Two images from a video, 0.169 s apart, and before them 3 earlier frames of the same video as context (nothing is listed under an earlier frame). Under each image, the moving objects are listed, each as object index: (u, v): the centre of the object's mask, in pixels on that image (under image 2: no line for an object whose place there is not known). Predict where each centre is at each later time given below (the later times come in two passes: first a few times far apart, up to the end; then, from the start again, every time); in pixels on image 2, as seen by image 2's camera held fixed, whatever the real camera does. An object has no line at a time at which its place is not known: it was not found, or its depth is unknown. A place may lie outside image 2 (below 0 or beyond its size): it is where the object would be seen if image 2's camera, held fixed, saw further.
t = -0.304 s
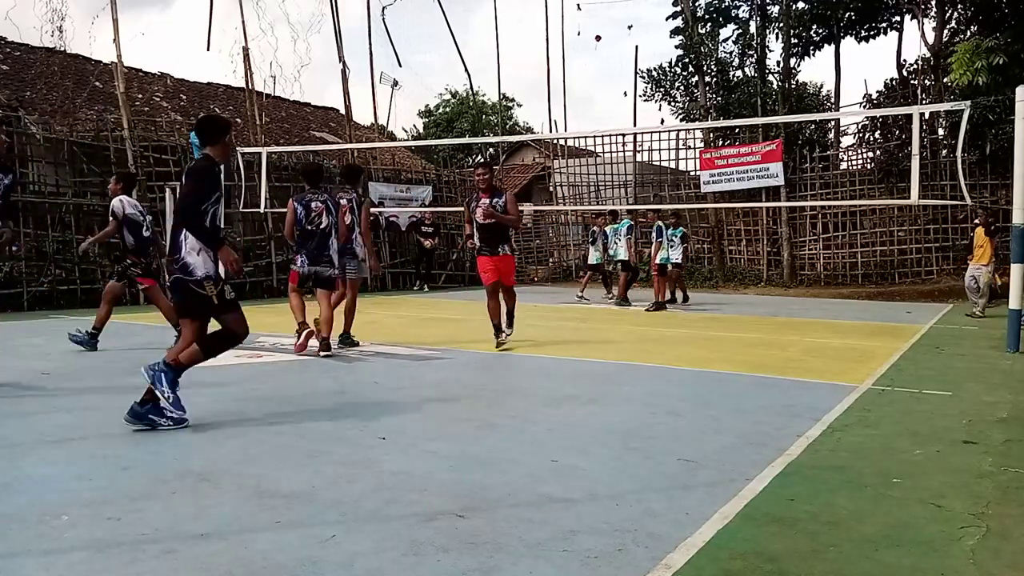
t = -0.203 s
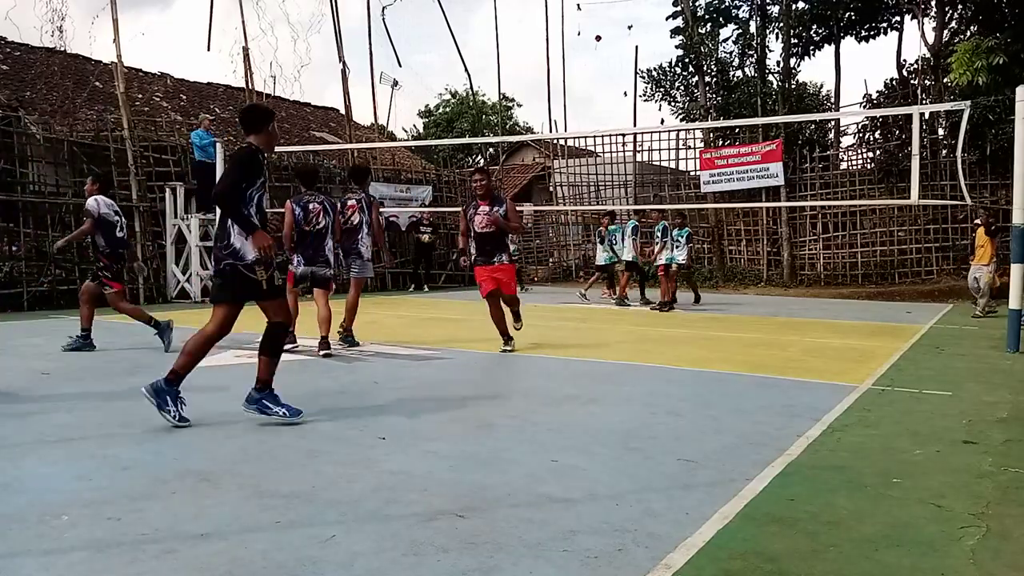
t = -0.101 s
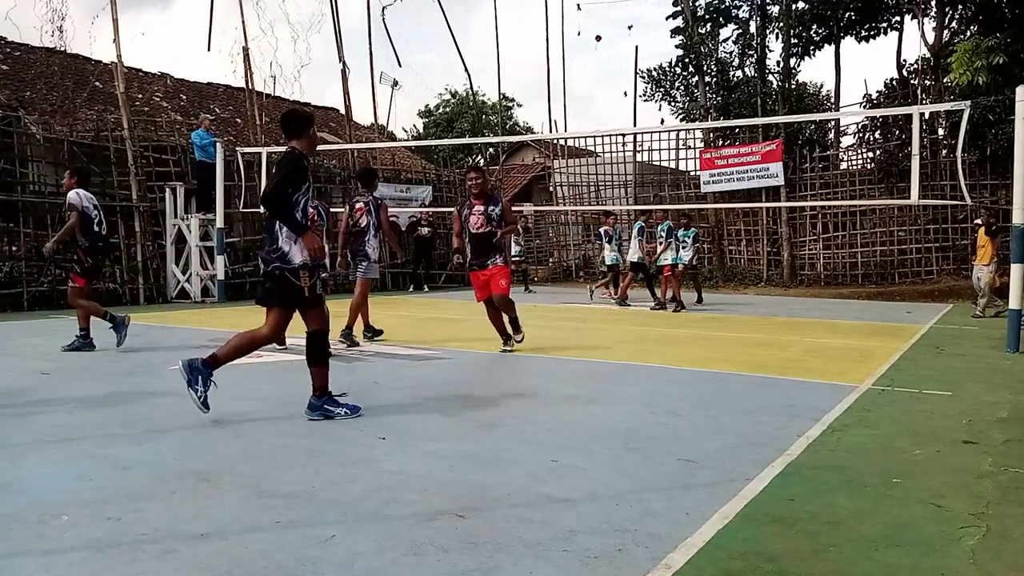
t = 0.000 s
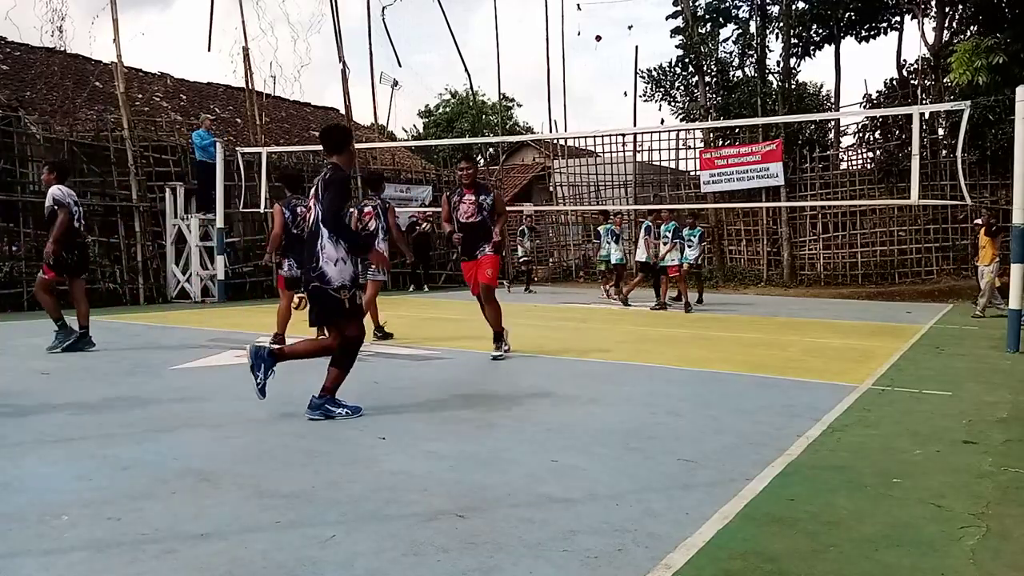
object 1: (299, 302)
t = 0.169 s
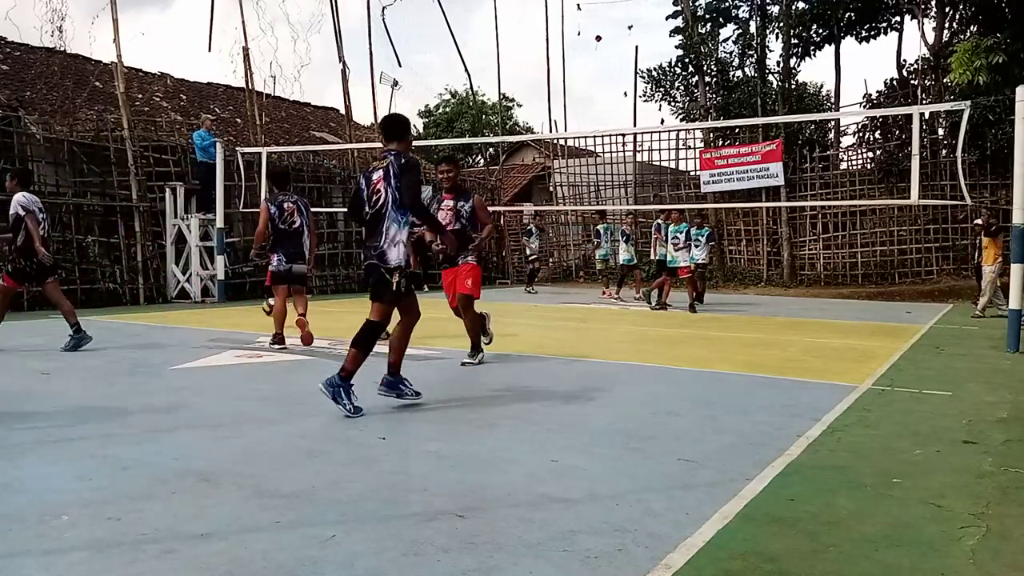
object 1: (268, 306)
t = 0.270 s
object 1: (253, 307)
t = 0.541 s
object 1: (193, 323)
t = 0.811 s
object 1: (110, 344)
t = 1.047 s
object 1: (12, 367)
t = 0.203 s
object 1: (265, 306)
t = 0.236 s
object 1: (260, 306)
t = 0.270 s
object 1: (253, 307)
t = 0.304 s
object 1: (247, 310)
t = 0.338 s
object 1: (240, 313)
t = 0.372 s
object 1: (233, 318)
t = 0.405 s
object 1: (225, 324)
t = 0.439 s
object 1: (218, 328)
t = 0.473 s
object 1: (210, 325)
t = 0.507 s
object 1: (201, 323)
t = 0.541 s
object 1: (193, 323)
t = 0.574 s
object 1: (184, 323)
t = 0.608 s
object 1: (175, 325)
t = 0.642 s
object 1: (165, 328)
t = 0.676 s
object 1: (154, 333)
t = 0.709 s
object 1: (145, 340)
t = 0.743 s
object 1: (133, 347)
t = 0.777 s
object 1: (122, 344)
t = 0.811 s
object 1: (110, 344)
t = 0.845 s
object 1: (98, 344)
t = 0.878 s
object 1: (84, 346)
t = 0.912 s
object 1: (71, 351)
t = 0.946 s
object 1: (56, 357)
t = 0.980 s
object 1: (41, 365)
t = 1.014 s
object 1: (25, 367)
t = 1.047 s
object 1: (12, 367)
